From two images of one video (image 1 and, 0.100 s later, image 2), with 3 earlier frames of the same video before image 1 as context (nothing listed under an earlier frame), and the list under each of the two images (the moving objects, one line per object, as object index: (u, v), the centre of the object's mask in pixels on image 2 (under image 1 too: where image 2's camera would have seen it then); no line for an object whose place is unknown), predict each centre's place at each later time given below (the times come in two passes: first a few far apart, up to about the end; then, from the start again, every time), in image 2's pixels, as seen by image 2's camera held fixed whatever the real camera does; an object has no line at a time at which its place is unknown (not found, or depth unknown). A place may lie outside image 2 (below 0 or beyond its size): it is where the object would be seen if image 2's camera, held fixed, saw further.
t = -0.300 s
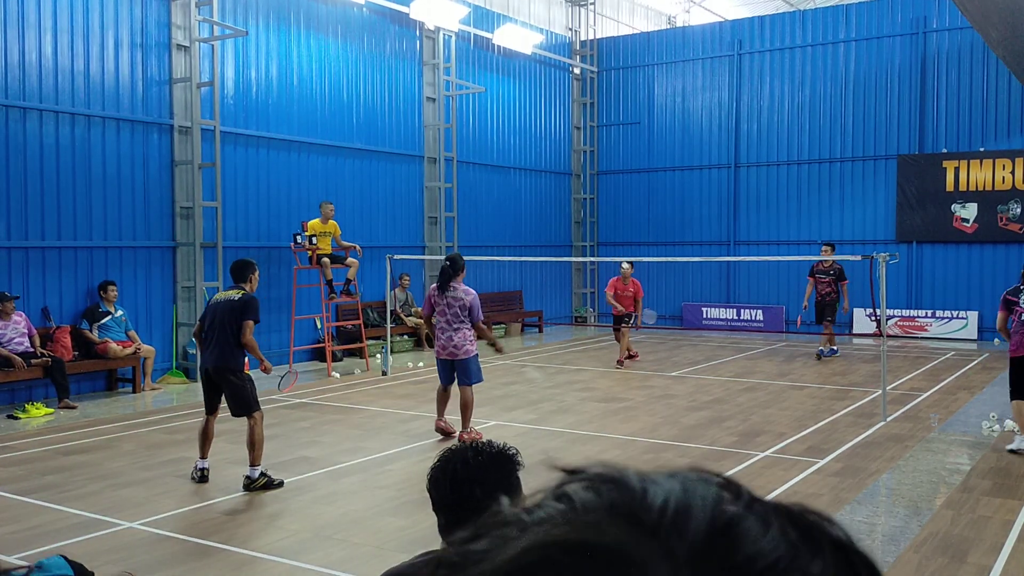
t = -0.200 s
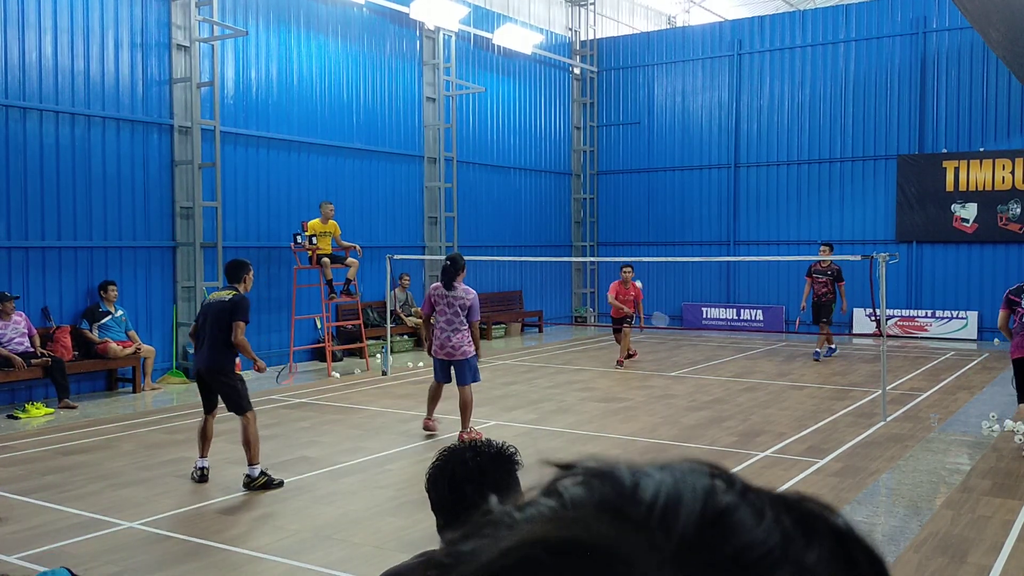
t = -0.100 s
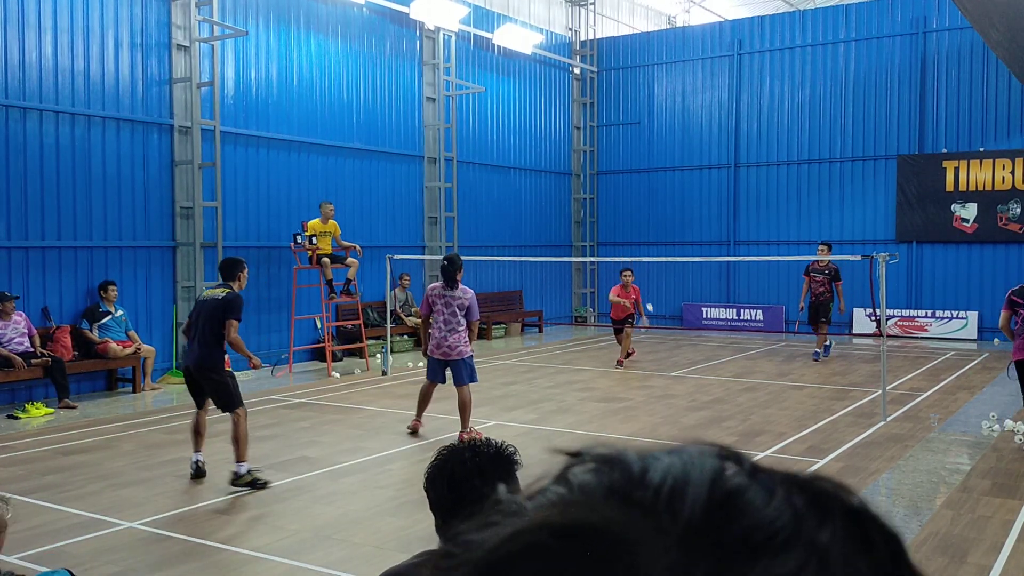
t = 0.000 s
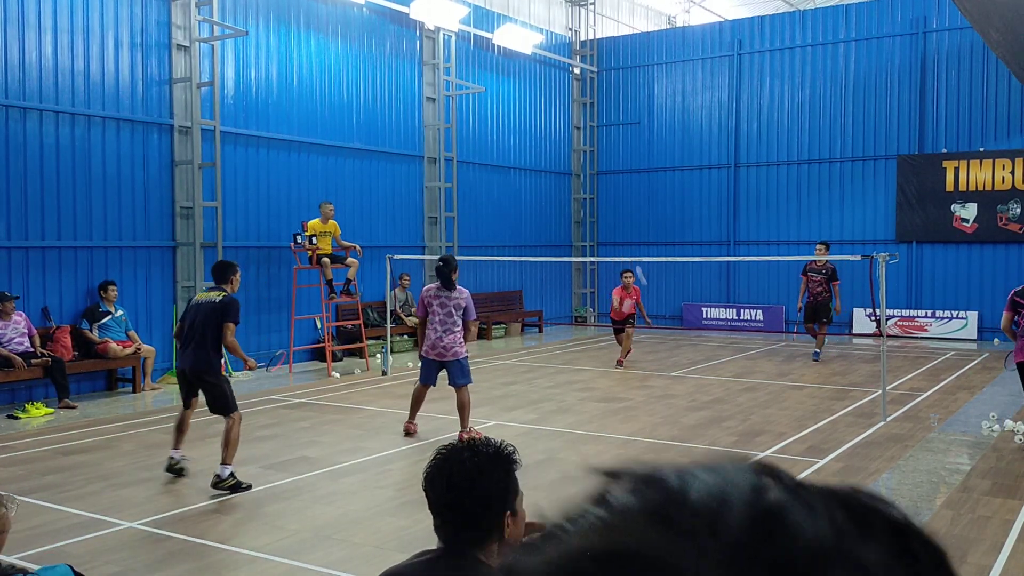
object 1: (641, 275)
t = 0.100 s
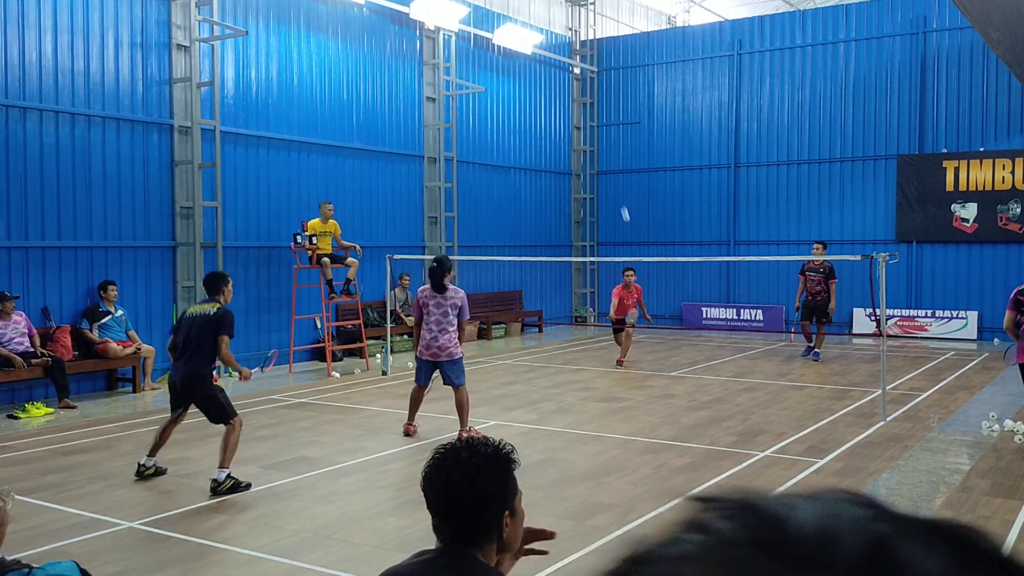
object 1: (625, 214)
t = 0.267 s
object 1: (600, 141)
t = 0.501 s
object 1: (563, 90)
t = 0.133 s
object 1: (620, 197)
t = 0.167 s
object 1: (615, 181)
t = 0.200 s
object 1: (610, 166)
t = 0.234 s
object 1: (605, 153)
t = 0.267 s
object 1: (600, 141)
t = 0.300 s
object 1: (594, 129)
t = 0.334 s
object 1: (590, 119)
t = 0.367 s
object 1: (584, 111)
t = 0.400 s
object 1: (579, 104)
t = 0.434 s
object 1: (574, 98)
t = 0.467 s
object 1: (568, 92)
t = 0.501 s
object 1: (563, 90)
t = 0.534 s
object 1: (558, 88)
